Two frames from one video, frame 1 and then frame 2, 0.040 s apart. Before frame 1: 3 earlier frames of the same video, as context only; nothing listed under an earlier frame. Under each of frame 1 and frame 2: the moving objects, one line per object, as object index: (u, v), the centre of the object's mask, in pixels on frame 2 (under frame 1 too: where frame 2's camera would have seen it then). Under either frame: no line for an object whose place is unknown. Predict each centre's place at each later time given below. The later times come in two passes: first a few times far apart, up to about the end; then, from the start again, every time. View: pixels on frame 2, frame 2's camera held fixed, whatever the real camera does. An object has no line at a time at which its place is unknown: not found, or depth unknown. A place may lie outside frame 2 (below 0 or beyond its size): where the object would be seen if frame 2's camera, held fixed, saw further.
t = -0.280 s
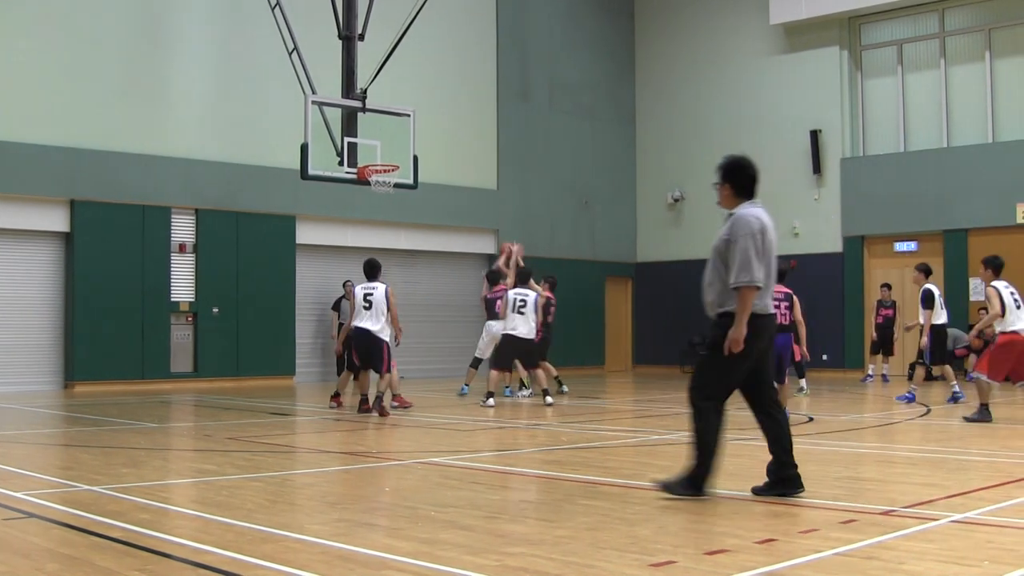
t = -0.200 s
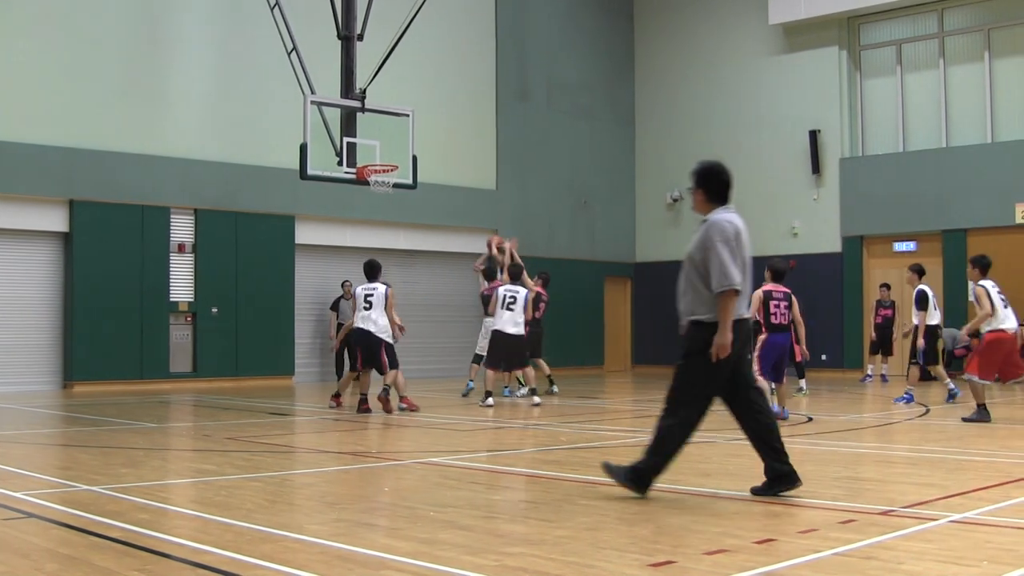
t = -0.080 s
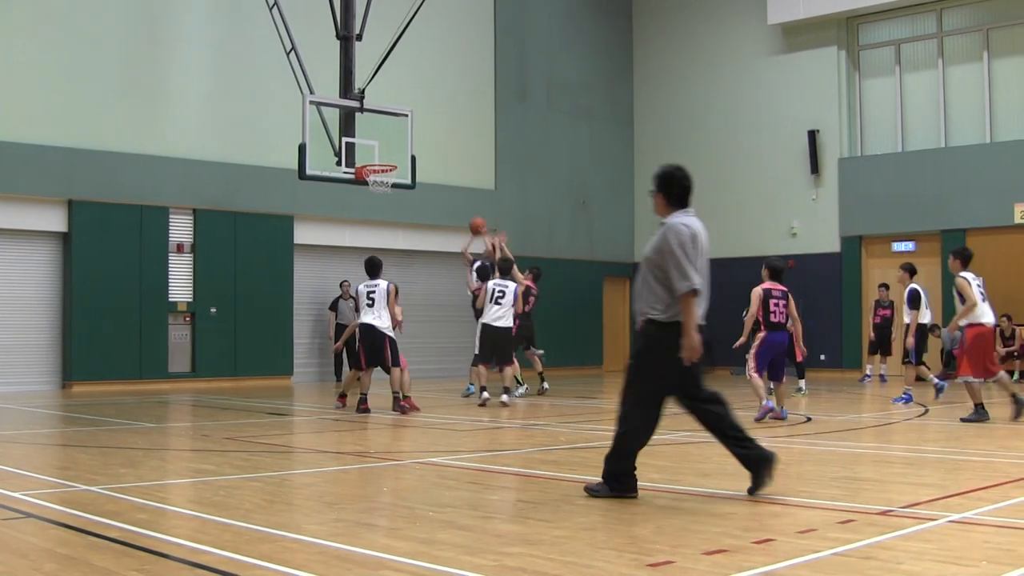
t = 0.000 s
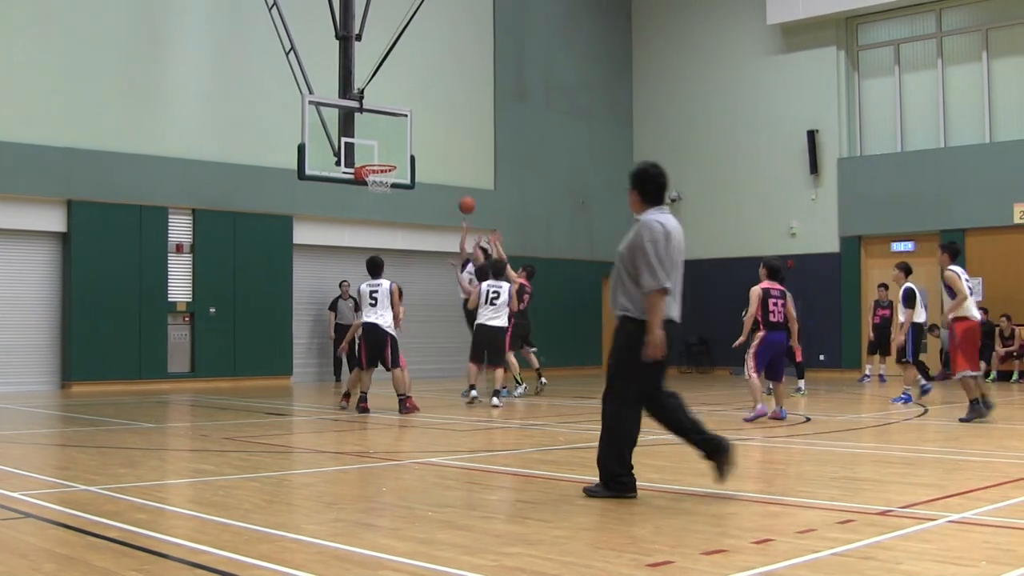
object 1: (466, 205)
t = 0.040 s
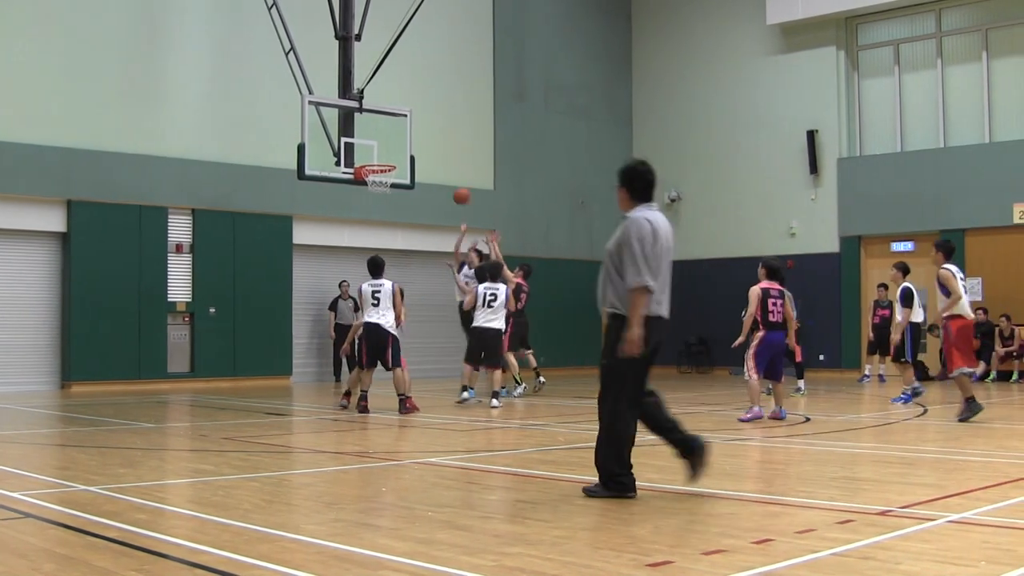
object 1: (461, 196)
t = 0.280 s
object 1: (430, 162)
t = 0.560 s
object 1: (409, 167)
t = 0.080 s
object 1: (456, 187)
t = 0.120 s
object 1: (451, 180)
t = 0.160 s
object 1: (446, 174)
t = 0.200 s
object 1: (440, 169)
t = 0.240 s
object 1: (435, 165)
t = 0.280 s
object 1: (430, 162)
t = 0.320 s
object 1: (425, 160)
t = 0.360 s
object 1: (419, 159)
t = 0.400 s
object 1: (414, 160)
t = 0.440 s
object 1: (408, 162)
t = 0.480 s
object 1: (403, 164)
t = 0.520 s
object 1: (403, 166)
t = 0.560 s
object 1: (409, 167)
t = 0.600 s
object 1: (416, 169)
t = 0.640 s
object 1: (423, 171)
